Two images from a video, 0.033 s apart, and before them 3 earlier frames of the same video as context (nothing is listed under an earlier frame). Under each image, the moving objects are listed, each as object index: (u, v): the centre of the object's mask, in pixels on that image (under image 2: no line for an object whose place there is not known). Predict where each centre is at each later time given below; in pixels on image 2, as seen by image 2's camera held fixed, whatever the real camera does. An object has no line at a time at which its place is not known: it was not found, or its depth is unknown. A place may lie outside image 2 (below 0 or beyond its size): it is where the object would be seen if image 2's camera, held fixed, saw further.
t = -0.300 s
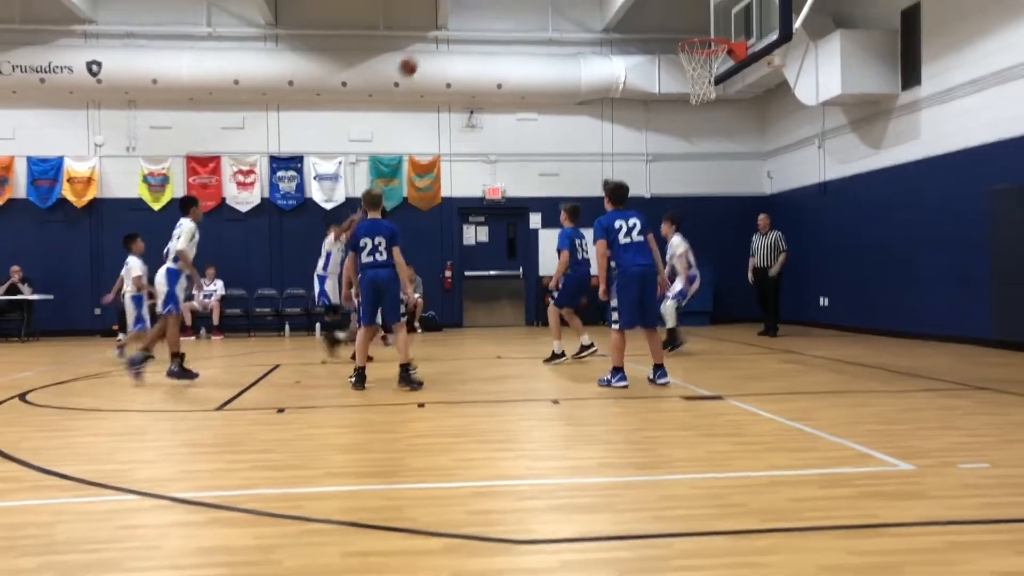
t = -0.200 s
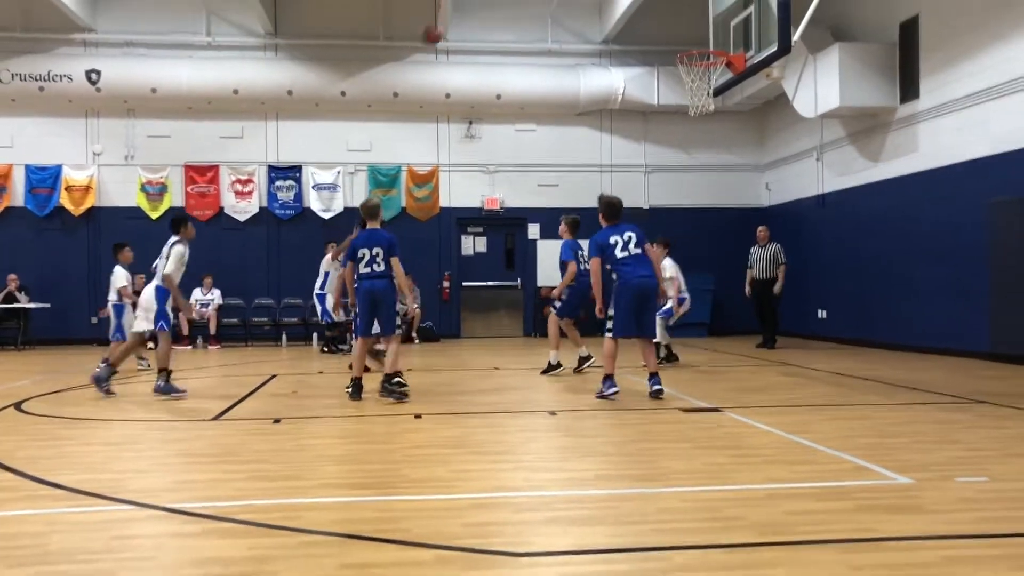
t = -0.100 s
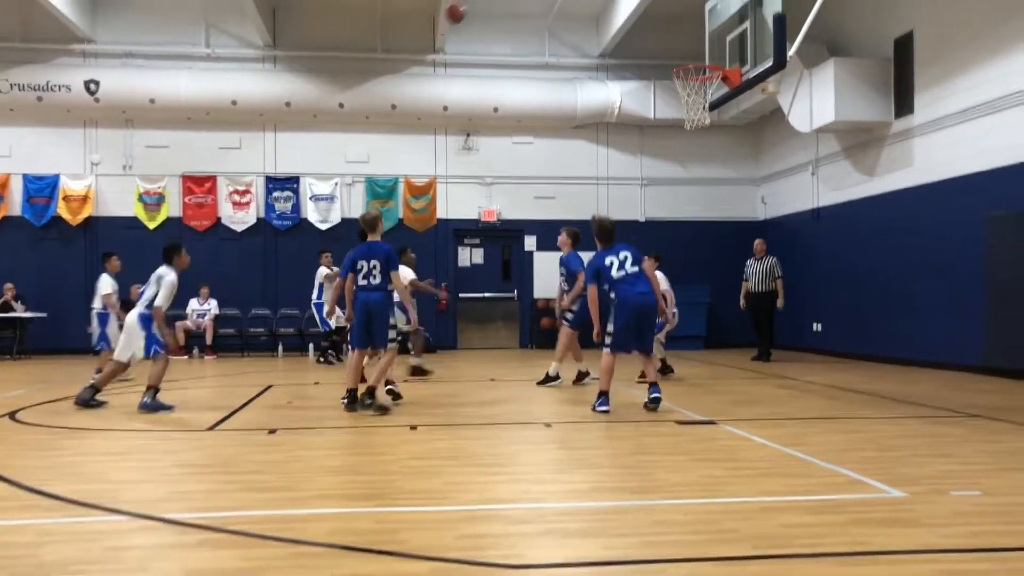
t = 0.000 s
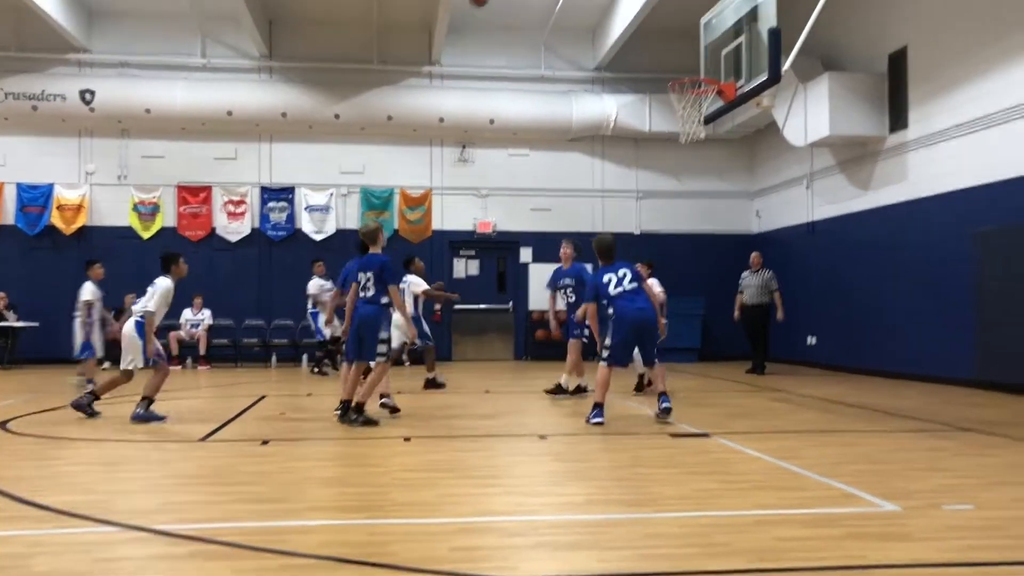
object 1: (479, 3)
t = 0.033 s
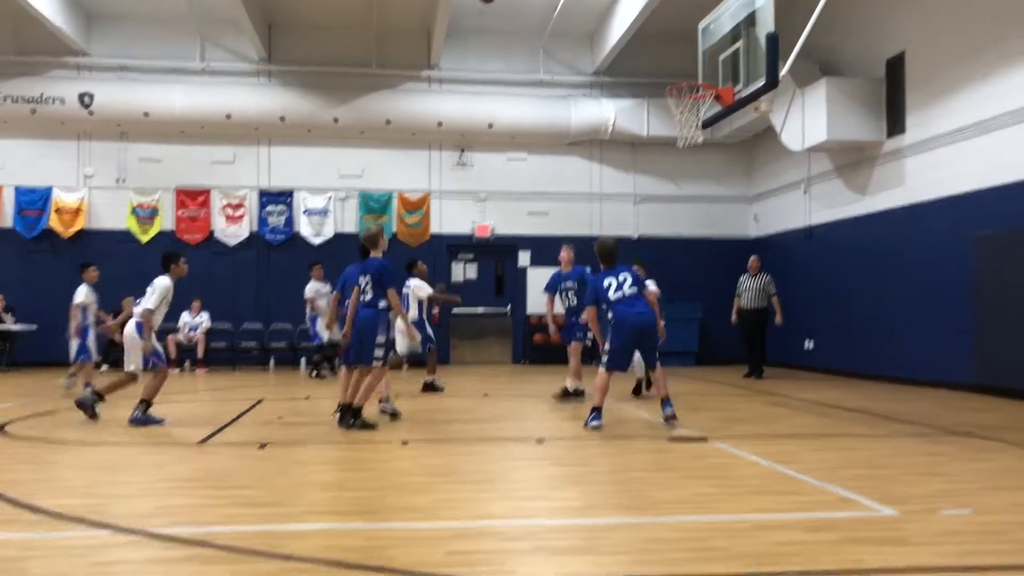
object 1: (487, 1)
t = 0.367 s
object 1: (589, -27)
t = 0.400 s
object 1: (599, -27)
